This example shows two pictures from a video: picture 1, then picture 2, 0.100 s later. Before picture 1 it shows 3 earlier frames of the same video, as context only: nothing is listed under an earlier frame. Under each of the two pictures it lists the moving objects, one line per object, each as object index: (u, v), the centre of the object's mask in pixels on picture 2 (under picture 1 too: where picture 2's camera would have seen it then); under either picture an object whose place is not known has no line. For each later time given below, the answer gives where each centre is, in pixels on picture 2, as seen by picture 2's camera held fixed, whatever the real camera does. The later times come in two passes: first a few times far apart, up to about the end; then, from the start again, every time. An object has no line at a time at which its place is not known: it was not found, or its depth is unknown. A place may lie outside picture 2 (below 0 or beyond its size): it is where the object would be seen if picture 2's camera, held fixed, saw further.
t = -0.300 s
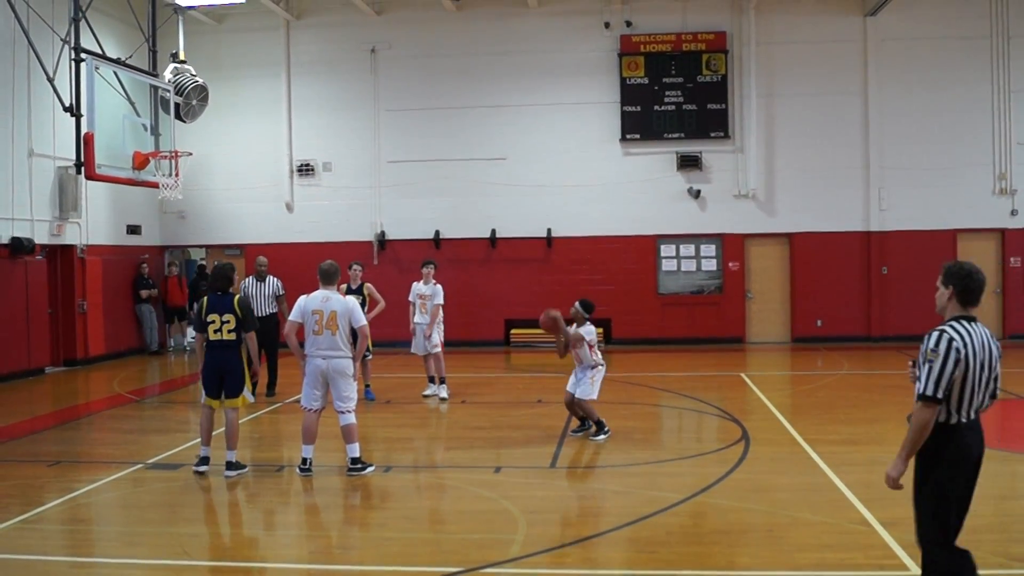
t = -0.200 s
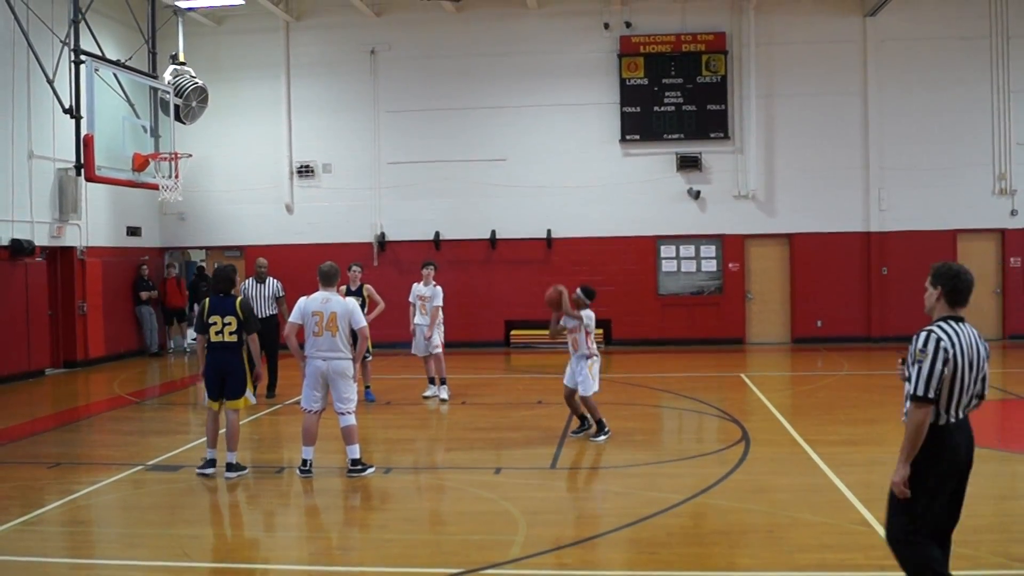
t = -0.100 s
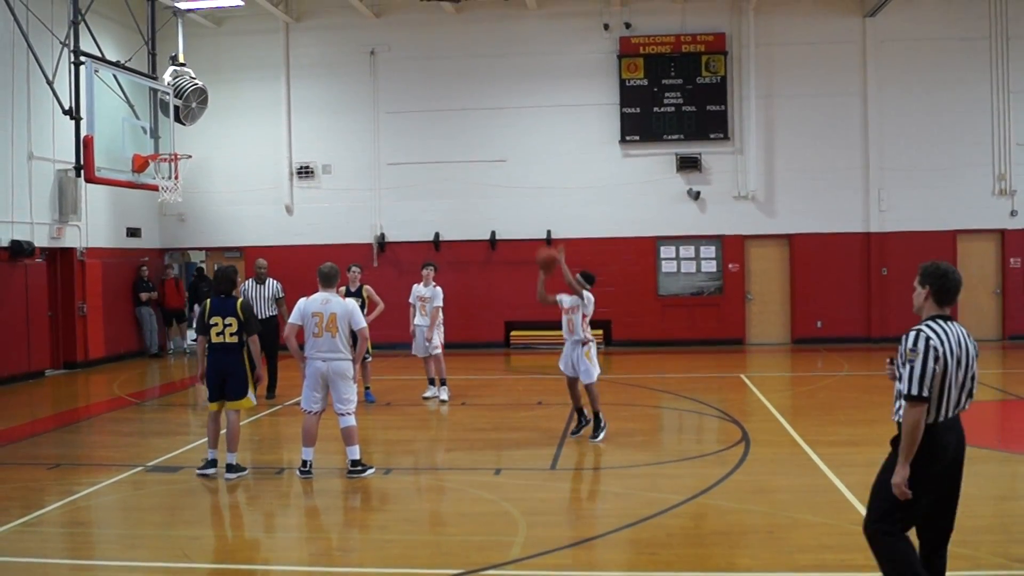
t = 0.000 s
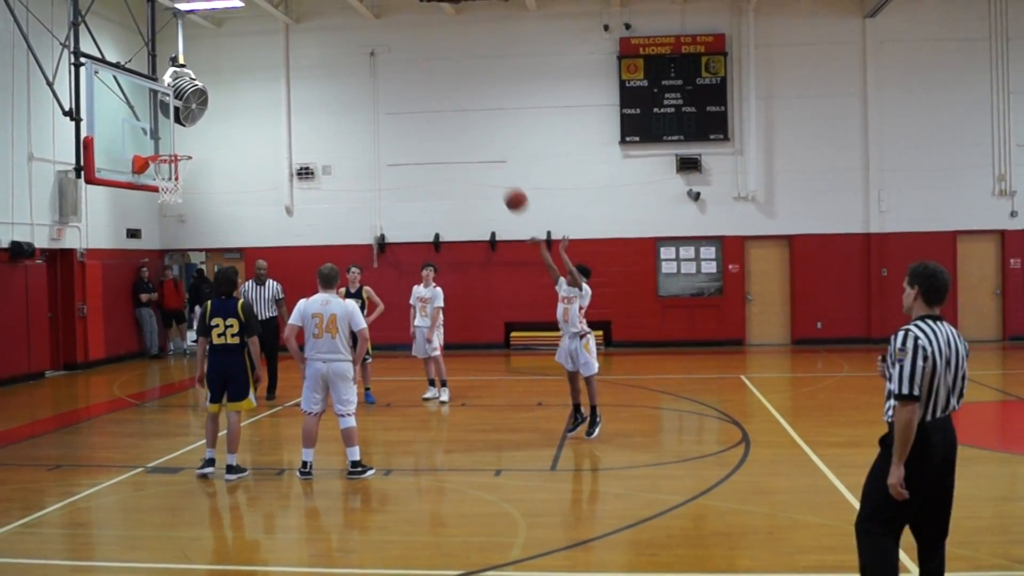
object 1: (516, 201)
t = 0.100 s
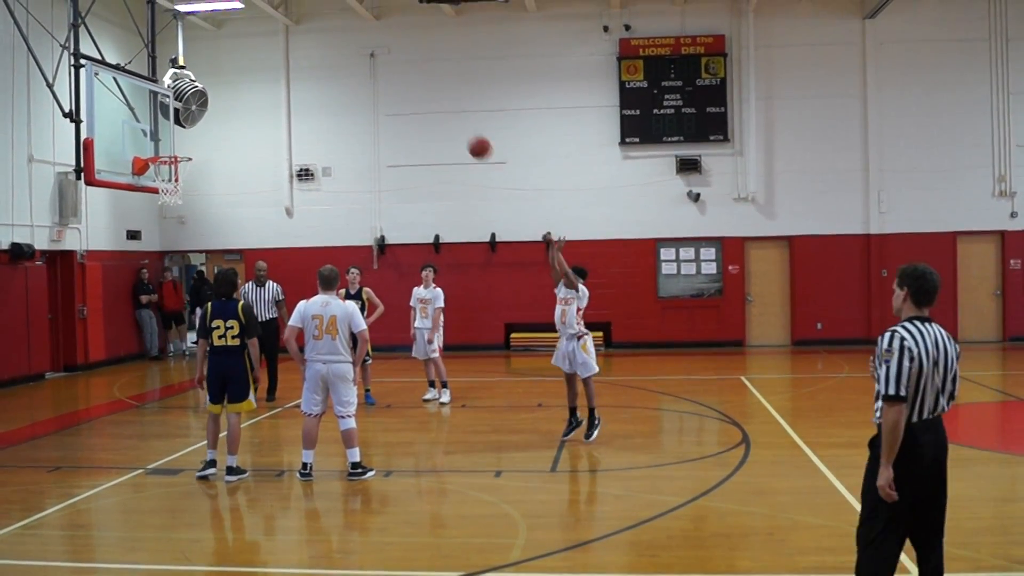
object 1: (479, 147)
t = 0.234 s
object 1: (433, 91)
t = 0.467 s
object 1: (354, 36)
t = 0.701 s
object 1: (280, 31)
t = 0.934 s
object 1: (211, 75)
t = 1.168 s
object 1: (158, 144)
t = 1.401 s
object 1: (205, 79)
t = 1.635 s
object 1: (252, 62)
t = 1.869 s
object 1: (302, 93)
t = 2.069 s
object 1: (344, 159)
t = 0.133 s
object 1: (468, 132)
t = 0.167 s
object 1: (456, 117)
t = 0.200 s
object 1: (444, 103)
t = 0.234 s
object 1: (433, 91)
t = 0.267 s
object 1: (421, 80)
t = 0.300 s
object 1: (410, 70)
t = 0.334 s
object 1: (398, 61)
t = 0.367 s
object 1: (387, 53)
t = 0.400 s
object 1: (376, 46)
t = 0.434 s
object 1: (365, 41)
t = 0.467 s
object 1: (354, 36)
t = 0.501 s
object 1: (343, 32)
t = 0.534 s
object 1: (333, 29)
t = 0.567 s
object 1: (322, 27)
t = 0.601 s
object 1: (311, 27)
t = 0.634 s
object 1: (301, 27)
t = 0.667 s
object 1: (291, 28)
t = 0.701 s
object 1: (280, 31)
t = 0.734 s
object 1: (270, 34)
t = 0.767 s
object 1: (260, 38)
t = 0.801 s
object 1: (249, 44)
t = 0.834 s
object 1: (240, 50)
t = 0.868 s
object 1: (230, 57)
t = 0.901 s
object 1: (220, 66)
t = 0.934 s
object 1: (211, 75)
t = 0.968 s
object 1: (202, 84)
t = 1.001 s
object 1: (193, 96)
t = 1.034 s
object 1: (183, 107)
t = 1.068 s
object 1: (174, 120)
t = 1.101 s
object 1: (165, 134)
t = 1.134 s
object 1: (156, 147)
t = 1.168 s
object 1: (158, 144)
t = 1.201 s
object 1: (165, 131)
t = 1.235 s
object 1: (171, 120)
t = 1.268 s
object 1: (178, 110)
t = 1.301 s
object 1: (184, 102)
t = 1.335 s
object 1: (190, 93)
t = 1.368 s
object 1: (198, 85)
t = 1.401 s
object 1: (205, 79)
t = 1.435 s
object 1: (211, 74)
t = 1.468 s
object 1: (218, 70)
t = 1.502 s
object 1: (225, 66)
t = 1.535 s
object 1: (232, 63)
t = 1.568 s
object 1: (238, 62)
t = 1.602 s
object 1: (245, 62)
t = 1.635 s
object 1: (252, 62)
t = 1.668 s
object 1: (259, 63)
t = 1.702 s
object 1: (266, 66)
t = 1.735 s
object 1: (273, 69)
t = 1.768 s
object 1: (280, 74)
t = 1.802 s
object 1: (287, 79)
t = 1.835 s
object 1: (294, 86)
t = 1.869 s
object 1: (302, 93)
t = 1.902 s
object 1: (309, 102)
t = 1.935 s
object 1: (316, 111)
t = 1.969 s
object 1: (323, 121)
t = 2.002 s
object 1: (330, 133)
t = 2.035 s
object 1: (337, 146)
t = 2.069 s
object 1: (344, 159)
